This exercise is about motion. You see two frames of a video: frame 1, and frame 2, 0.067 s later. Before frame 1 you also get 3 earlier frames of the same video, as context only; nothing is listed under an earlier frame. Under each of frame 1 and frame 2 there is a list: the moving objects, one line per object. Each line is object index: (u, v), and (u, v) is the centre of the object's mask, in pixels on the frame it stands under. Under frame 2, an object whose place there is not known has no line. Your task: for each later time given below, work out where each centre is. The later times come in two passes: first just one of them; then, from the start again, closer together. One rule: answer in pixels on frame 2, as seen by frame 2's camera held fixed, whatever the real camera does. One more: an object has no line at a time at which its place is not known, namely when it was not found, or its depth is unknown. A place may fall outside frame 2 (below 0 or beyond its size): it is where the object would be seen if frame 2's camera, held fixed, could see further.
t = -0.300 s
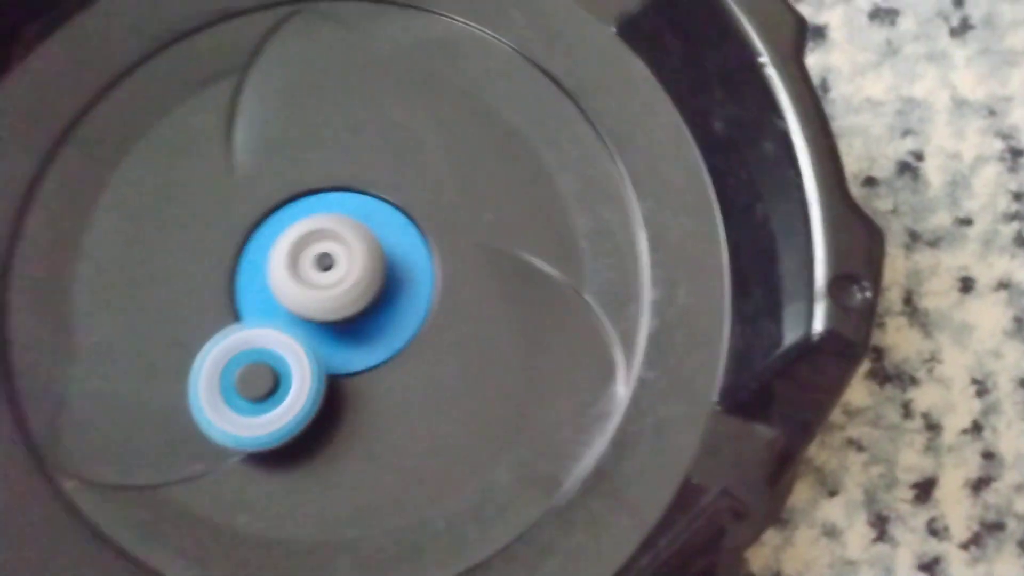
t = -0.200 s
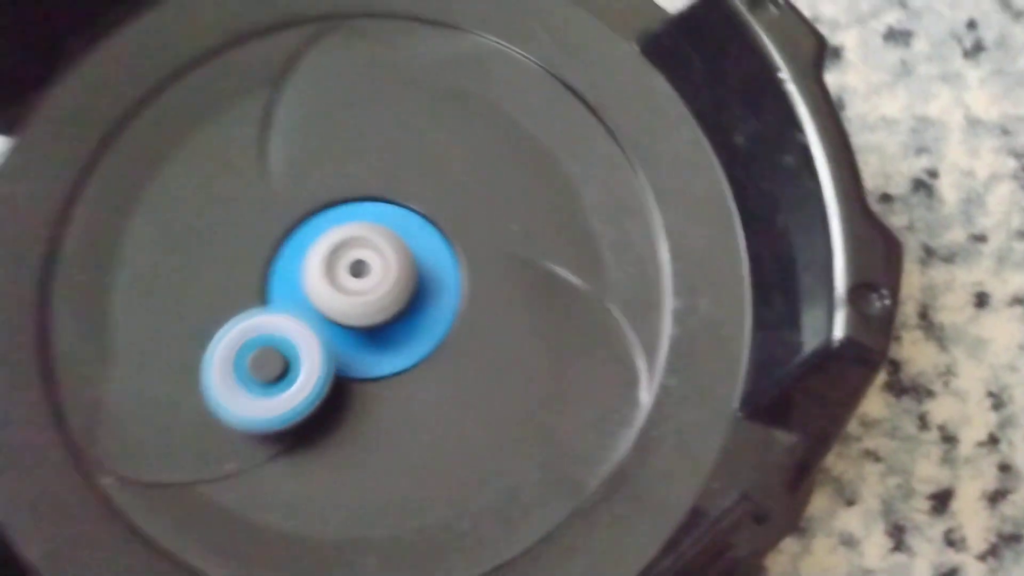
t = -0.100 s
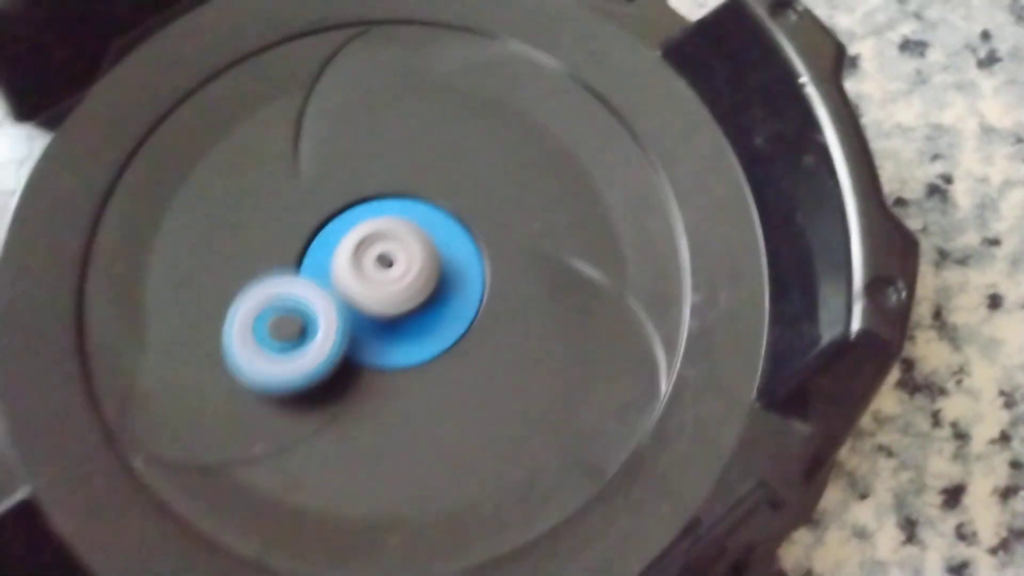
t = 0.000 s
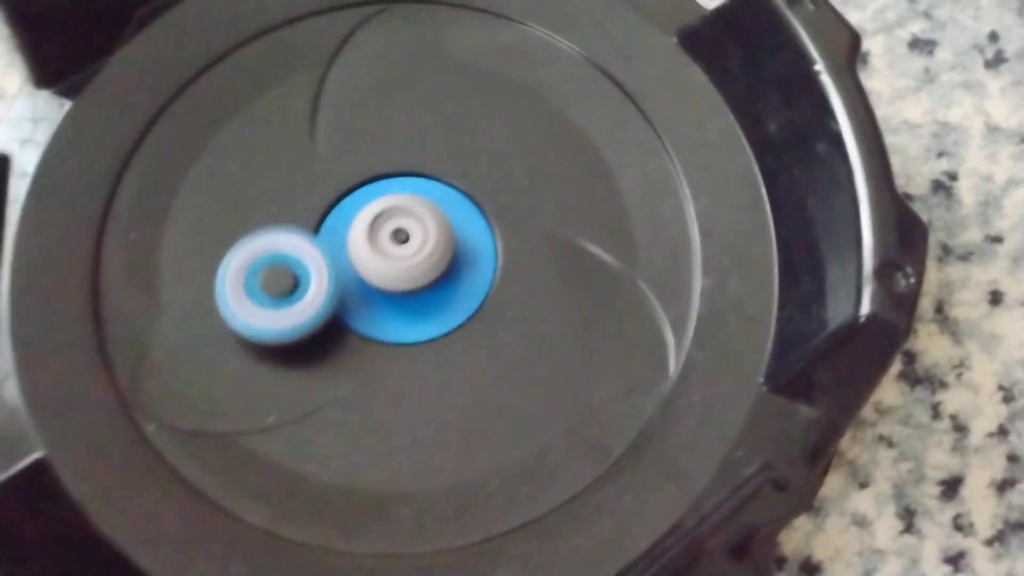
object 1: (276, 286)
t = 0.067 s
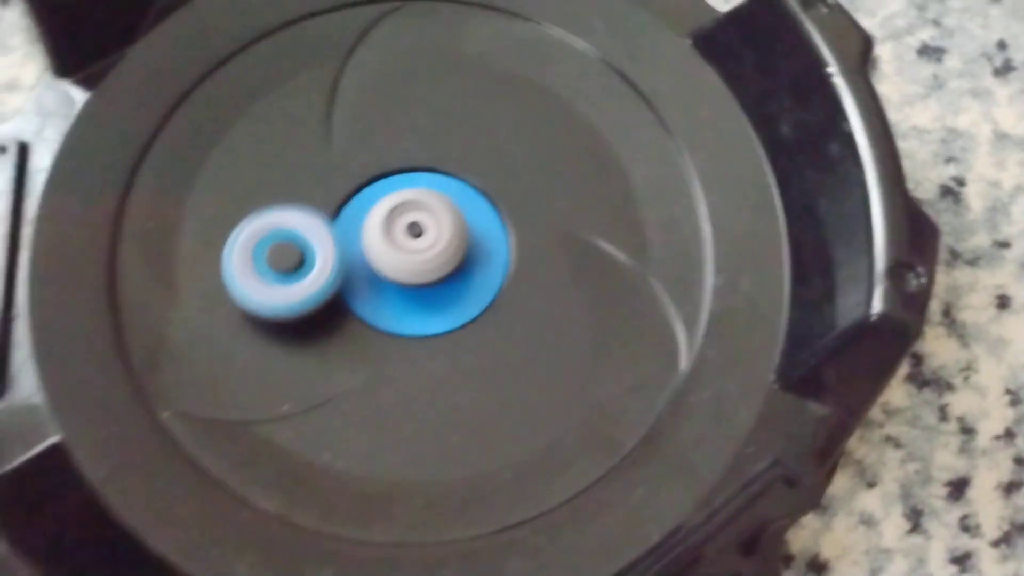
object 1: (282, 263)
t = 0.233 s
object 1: (280, 223)
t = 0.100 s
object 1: (278, 255)
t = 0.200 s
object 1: (279, 231)
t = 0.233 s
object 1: (280, 223)
